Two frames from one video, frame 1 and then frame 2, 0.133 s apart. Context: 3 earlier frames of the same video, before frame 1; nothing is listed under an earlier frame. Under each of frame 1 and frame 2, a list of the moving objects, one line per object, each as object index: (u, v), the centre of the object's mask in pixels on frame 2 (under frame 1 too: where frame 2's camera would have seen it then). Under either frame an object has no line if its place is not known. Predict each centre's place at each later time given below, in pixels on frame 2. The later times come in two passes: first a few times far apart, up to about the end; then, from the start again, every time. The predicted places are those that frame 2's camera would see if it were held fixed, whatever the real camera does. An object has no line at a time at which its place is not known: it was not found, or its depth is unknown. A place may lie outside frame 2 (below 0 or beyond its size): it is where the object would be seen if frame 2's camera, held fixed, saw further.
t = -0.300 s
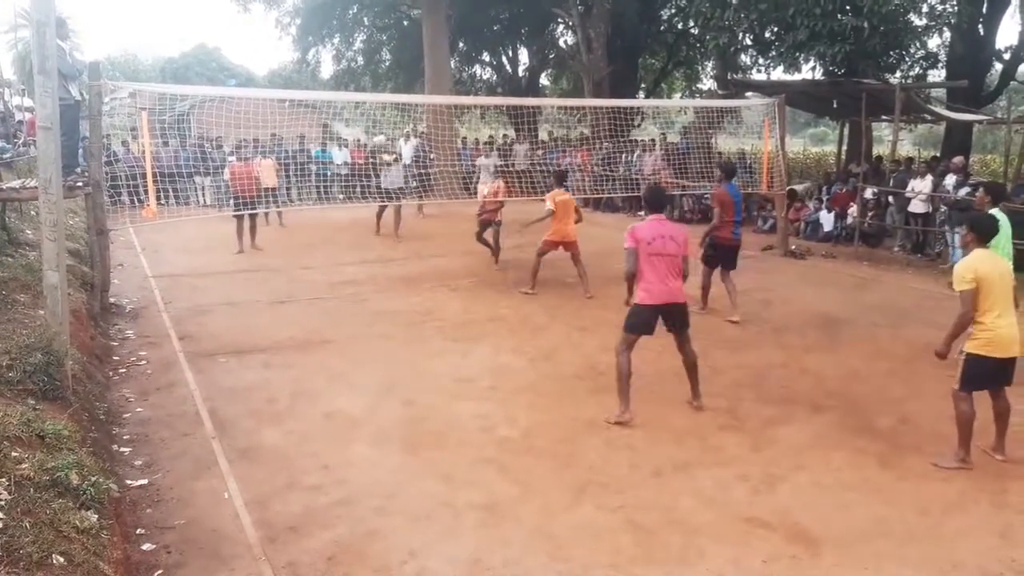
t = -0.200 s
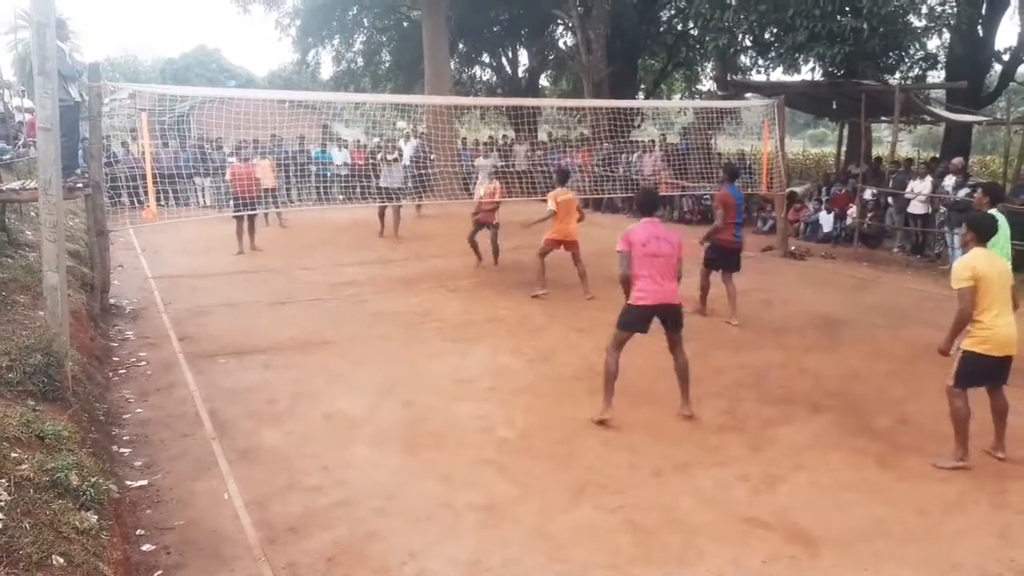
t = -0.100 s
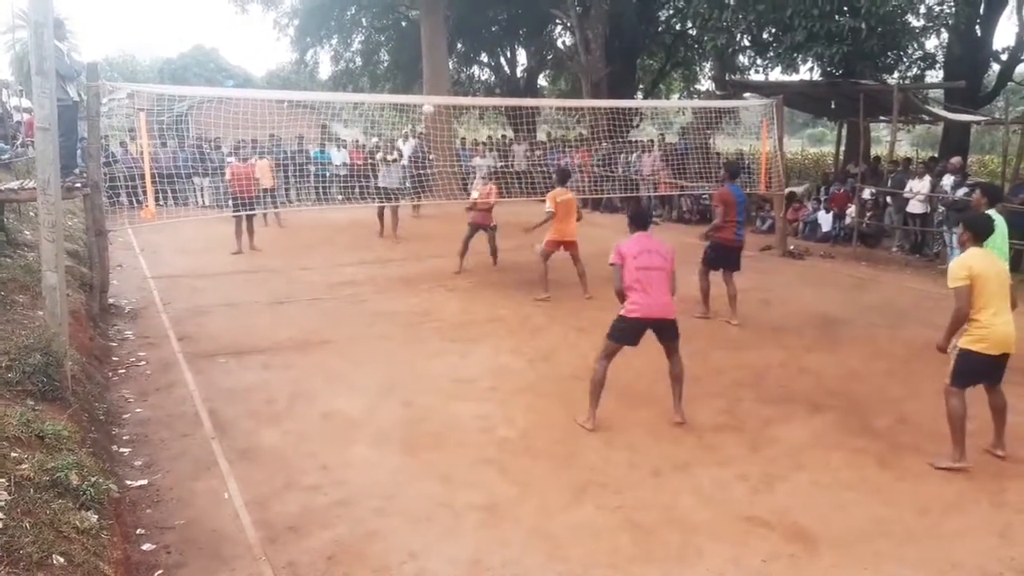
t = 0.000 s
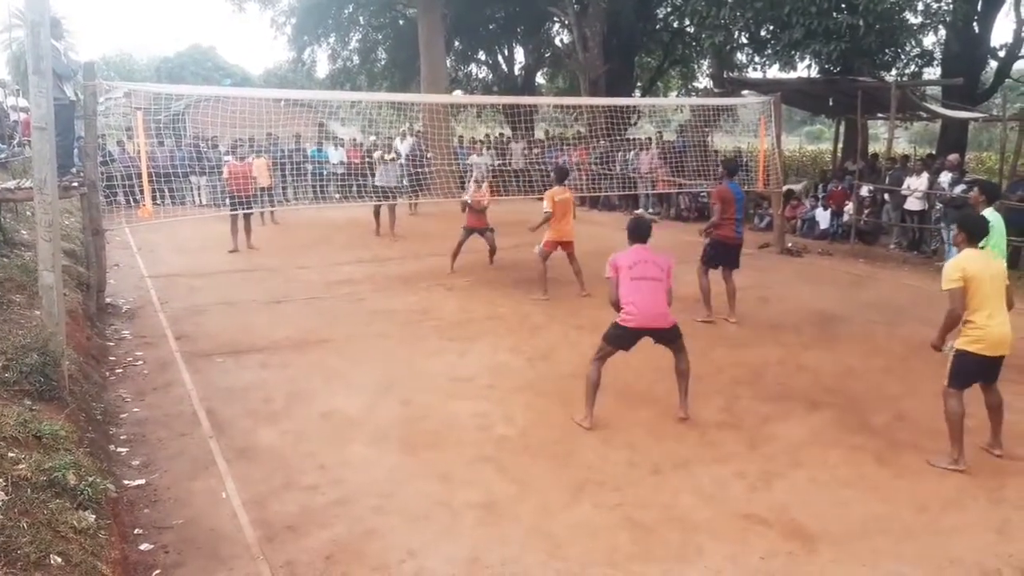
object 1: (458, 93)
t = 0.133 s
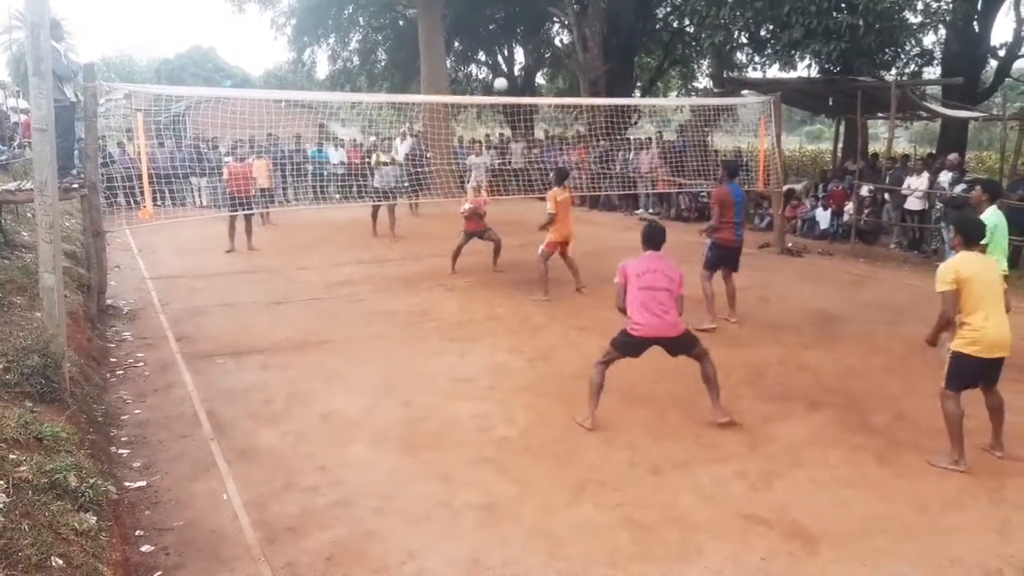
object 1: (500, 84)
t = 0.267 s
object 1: (540, 78)
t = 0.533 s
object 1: (638, 118)
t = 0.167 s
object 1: (509, 81)
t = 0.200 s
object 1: (519, 80)
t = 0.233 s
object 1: (528, 78)
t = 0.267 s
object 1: (540, 78)
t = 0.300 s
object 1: (550, 79)
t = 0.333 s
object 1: (562, 81)
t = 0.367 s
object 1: (573, 84)
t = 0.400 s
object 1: (586, 89)
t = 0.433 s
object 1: (598, 94)
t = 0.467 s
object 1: (611, 97)
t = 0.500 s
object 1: (624, 108)
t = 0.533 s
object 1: (638, 118)
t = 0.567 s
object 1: (653, 130)
